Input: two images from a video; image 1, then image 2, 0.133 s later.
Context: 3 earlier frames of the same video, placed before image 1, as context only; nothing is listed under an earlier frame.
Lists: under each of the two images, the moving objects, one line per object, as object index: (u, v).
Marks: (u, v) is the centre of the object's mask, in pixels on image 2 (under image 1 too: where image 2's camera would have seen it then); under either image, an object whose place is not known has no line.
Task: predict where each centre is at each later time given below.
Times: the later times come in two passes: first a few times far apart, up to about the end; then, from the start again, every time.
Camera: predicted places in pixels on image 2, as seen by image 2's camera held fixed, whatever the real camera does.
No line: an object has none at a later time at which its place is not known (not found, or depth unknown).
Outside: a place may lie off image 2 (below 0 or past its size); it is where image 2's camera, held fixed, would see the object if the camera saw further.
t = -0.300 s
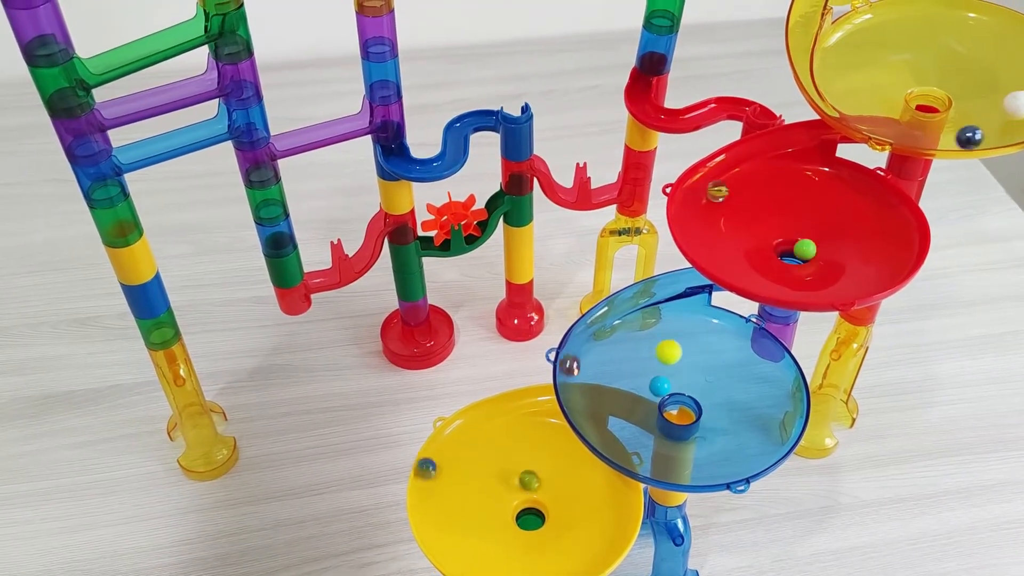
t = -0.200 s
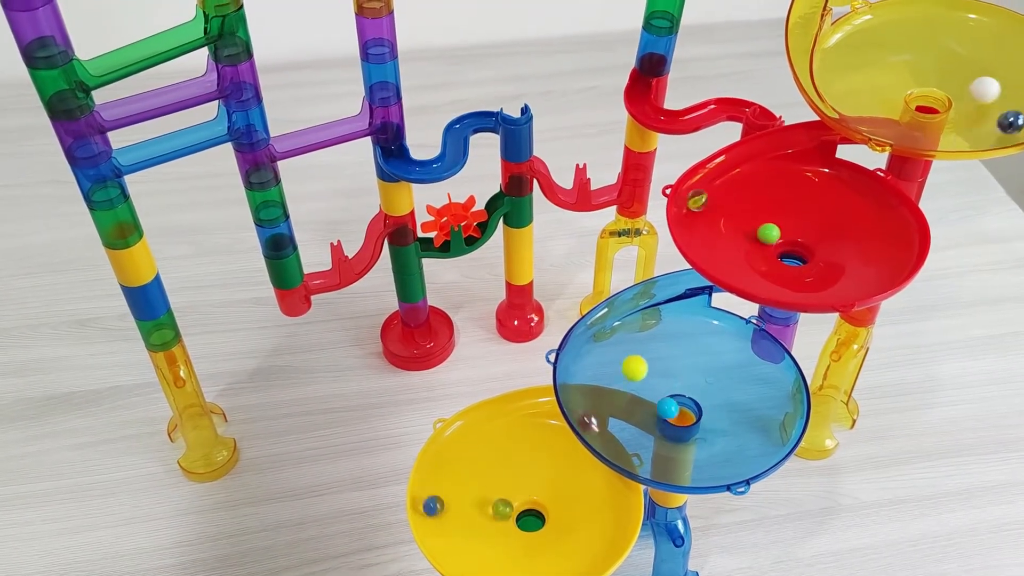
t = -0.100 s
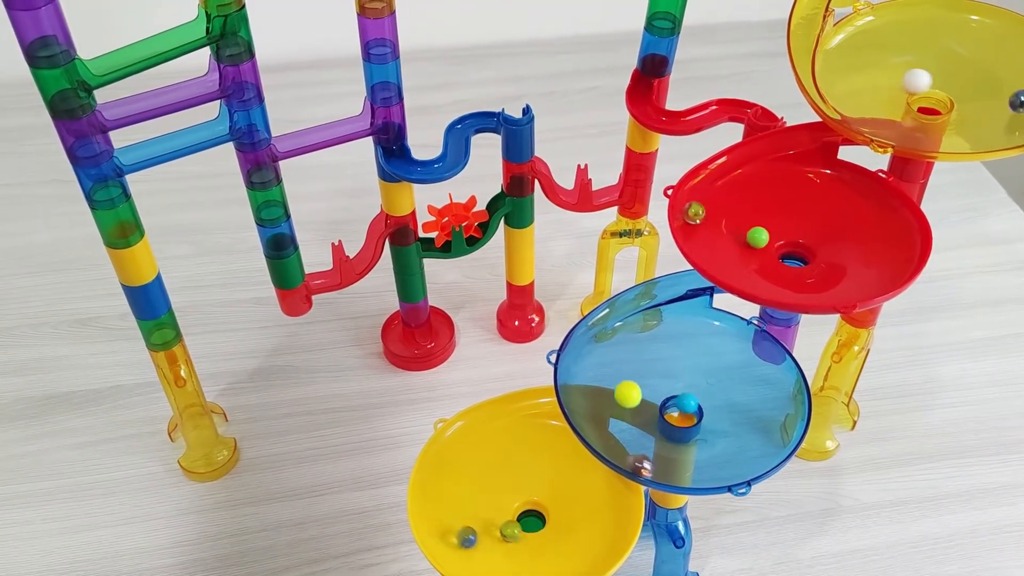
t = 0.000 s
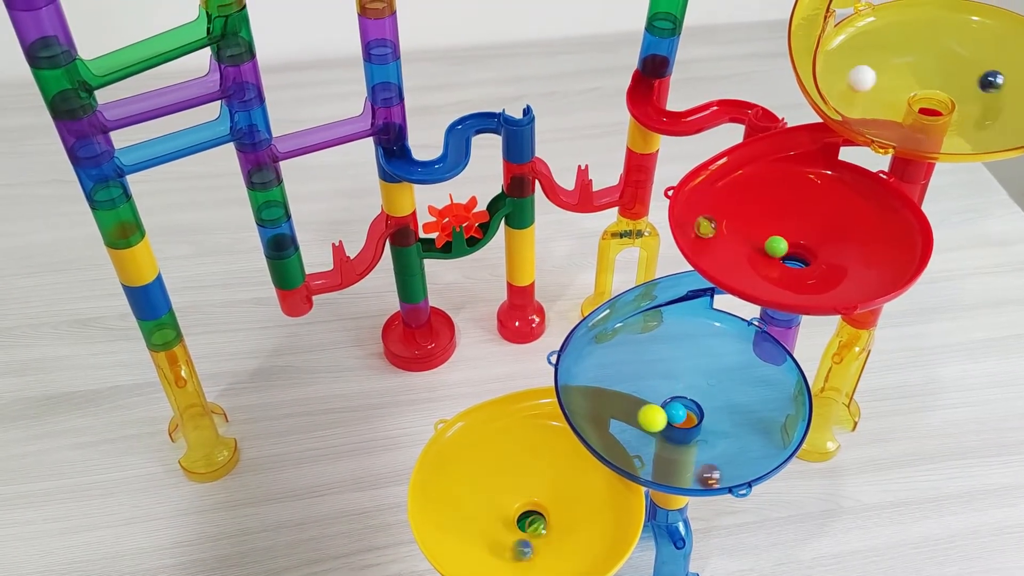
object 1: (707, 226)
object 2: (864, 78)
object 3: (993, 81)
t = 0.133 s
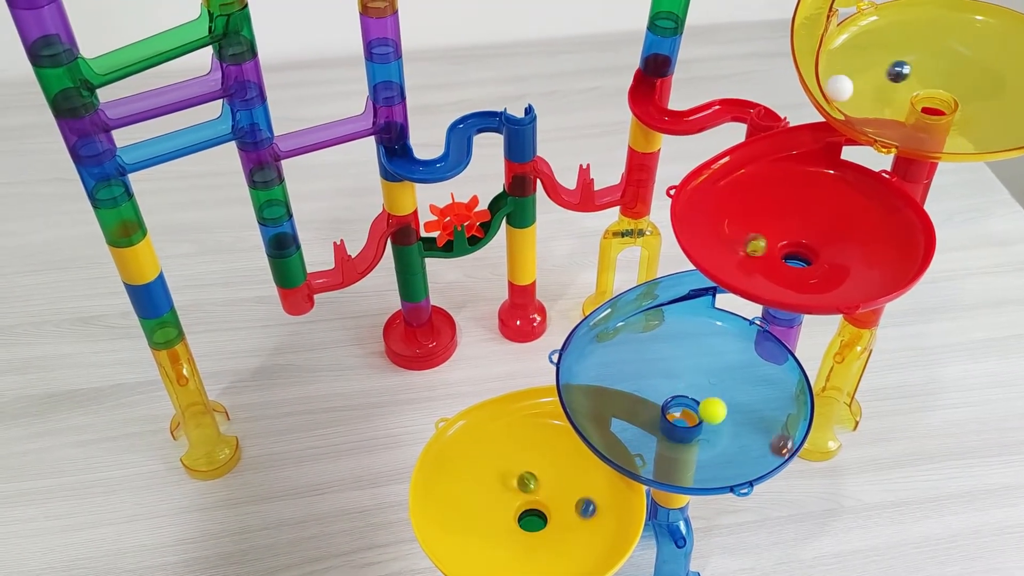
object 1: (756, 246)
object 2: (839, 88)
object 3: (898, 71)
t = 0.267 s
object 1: (796, 237)
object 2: (887, 108)
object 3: (835, 83)
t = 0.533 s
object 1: (778, 244)
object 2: (980, 85)
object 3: (912, 139)
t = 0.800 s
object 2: (889, 88)
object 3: (1013, 115)
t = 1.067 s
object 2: (909, 128)
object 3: (892, 69)
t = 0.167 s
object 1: (773, 251)
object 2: (847, 95)
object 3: (879, 72)
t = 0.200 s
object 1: (795, 254)
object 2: (860, 99)
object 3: (862, 75)
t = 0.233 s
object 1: (810, 251)
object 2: (873, 104)
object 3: (847, 79)
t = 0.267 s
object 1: (796, 237)
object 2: (887, 108)
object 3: (835, 83)
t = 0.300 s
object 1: (783, 228)
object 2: (903, 111)
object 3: (832, 86)
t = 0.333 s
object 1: (774, 223)
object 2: (920, 113)
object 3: (829, 95)
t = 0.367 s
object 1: (768, 221)
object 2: (937, 114)
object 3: (833, 100)
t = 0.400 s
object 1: (763, 222)
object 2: (953, 112)
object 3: (843, 110)
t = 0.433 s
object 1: (762, 224)
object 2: (966, 108)
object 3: (857, 118)
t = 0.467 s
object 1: (764, 229)
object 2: (977, 101)
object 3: (875, 126)
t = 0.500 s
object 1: (769, 236)
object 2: (982, 93)
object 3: (894, 134)
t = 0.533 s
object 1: (778, 244)
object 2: (980, 85)
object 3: (912, 139)
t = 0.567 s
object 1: (793, 254)
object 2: (974, 77)
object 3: (932, 143)
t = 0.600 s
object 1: (807, 253)
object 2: (962, 71)
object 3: (951, 142)
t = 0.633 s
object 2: (948, 68)
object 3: (967, 141)
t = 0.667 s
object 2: (931, 69)
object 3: (982, 138)
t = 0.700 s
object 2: (917, 71)
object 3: (995, 134)
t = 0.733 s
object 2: (903, 76)
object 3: (1004, 129)
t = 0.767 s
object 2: (895, 82)
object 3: (1011, 123)
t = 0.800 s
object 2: (889, 88)
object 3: (1013, 115)
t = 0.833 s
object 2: (887, 95)
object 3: (1012, 108)
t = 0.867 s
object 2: (887, 101)
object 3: (1007, 101)
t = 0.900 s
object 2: (888, 108)
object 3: (997, 94)
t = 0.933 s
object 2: (891, 113)
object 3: (982, 88)
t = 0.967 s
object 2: (895, 118)
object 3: (961, 83)
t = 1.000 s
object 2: (899, 122)
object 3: (937, 78)
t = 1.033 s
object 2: (904, 125)
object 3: (913, 73)
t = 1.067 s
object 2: (909, 128)
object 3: (892, 69)
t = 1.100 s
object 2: (914, 130)
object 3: (875, 69)
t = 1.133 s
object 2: (919, 130)
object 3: (859, 70)
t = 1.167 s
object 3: (846, 72)
